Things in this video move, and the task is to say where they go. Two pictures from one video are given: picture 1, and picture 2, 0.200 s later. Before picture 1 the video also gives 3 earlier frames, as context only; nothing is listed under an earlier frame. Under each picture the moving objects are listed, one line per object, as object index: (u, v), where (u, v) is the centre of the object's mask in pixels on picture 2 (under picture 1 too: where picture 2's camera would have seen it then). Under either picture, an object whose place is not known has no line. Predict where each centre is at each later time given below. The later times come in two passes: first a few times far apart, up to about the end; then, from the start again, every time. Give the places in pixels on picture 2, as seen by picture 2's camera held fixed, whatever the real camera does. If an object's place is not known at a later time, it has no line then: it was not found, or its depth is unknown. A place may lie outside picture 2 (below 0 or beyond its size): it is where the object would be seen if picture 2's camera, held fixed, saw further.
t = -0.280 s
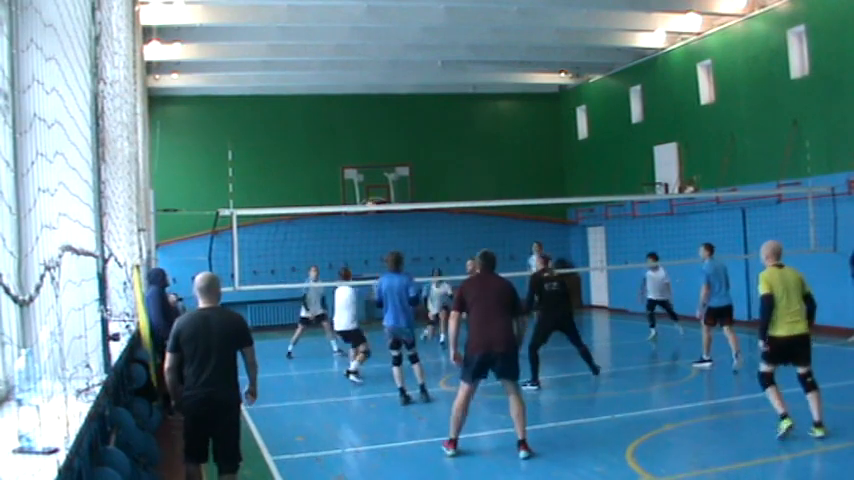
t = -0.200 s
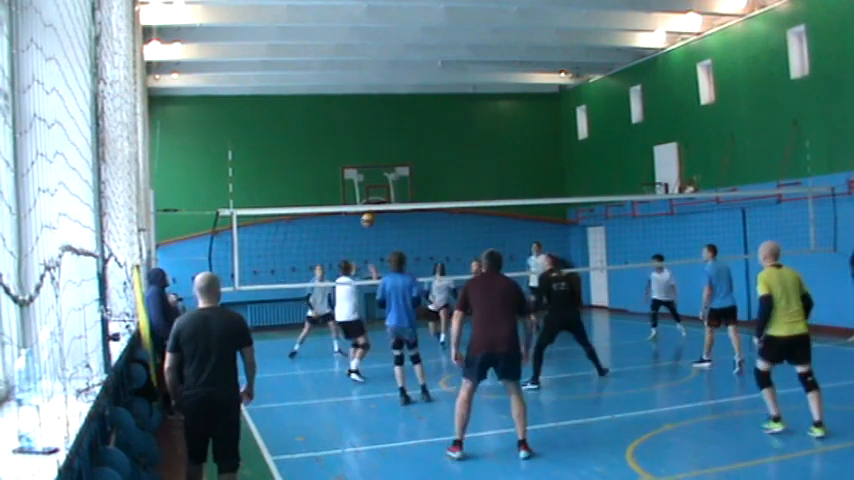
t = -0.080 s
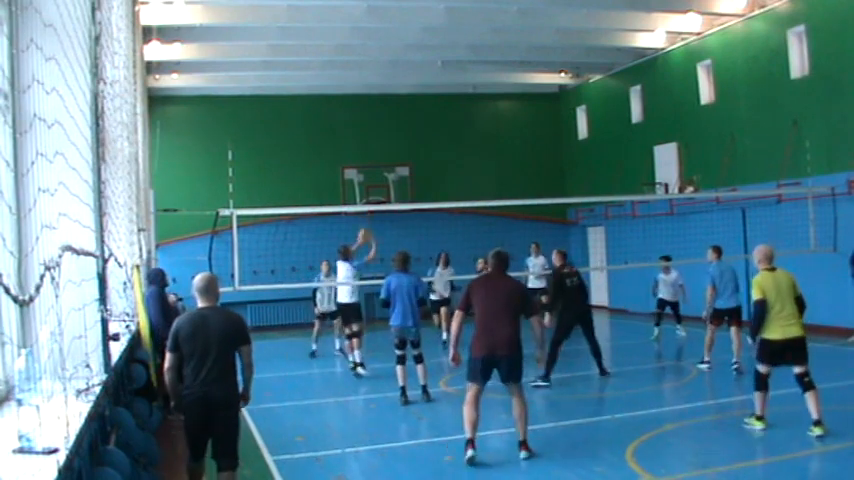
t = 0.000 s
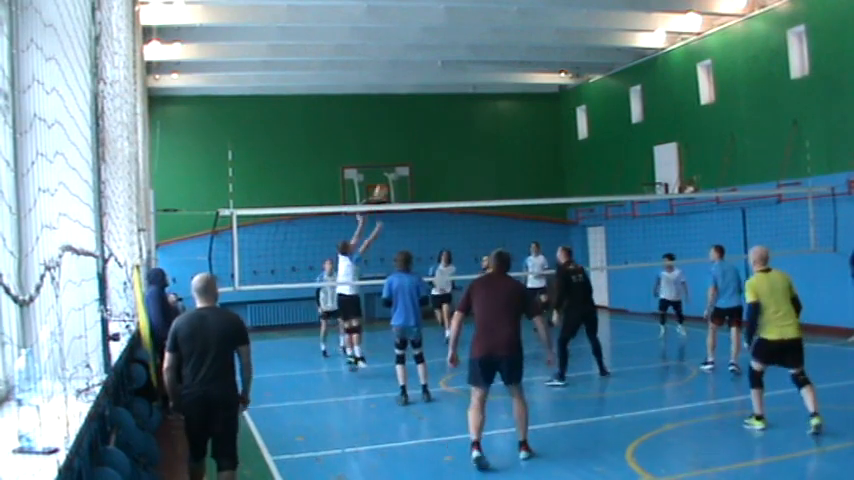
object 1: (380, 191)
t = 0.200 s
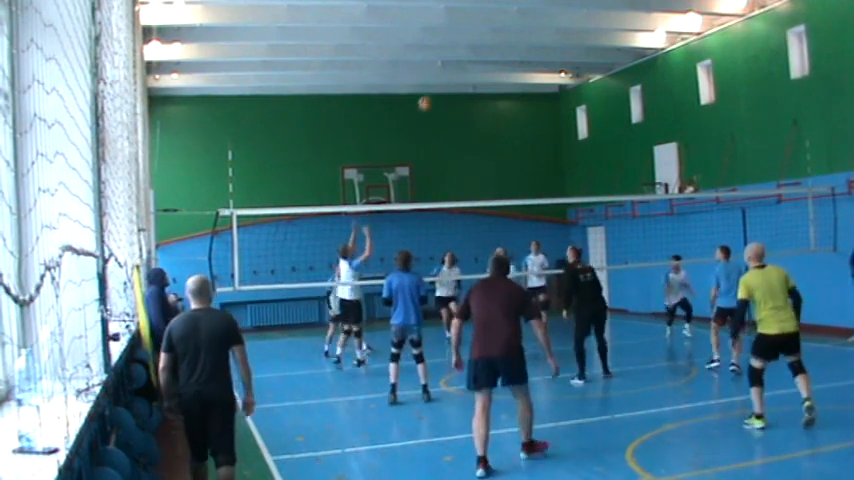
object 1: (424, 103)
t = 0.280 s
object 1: (444, 75)
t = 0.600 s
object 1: (511, 12)
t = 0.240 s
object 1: (435, 89)
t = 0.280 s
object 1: (444, 75)
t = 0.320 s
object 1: (452, 64)
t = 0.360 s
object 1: (461, 54)
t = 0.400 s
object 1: (469, 43)
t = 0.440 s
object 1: (477, 35)
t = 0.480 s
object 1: (486, 28)
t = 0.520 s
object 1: (494, 22)
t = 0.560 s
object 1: (502, 16)
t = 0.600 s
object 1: (511, 12)
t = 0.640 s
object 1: (519, 8)
